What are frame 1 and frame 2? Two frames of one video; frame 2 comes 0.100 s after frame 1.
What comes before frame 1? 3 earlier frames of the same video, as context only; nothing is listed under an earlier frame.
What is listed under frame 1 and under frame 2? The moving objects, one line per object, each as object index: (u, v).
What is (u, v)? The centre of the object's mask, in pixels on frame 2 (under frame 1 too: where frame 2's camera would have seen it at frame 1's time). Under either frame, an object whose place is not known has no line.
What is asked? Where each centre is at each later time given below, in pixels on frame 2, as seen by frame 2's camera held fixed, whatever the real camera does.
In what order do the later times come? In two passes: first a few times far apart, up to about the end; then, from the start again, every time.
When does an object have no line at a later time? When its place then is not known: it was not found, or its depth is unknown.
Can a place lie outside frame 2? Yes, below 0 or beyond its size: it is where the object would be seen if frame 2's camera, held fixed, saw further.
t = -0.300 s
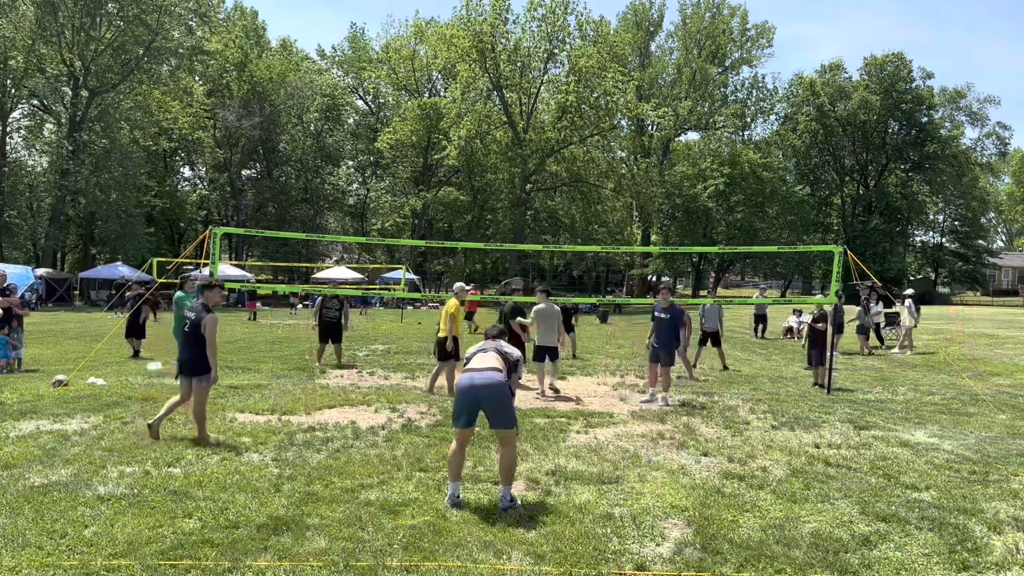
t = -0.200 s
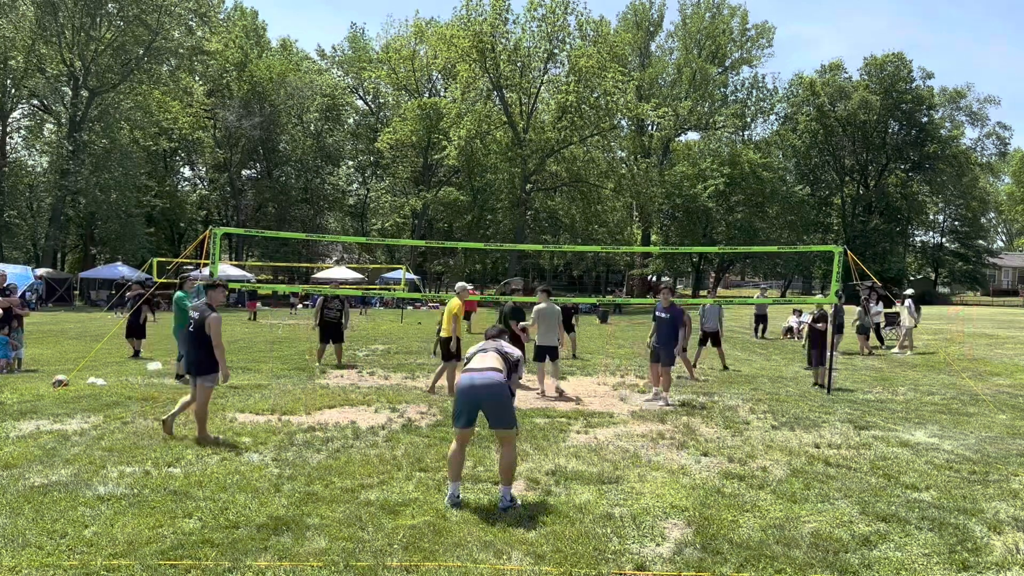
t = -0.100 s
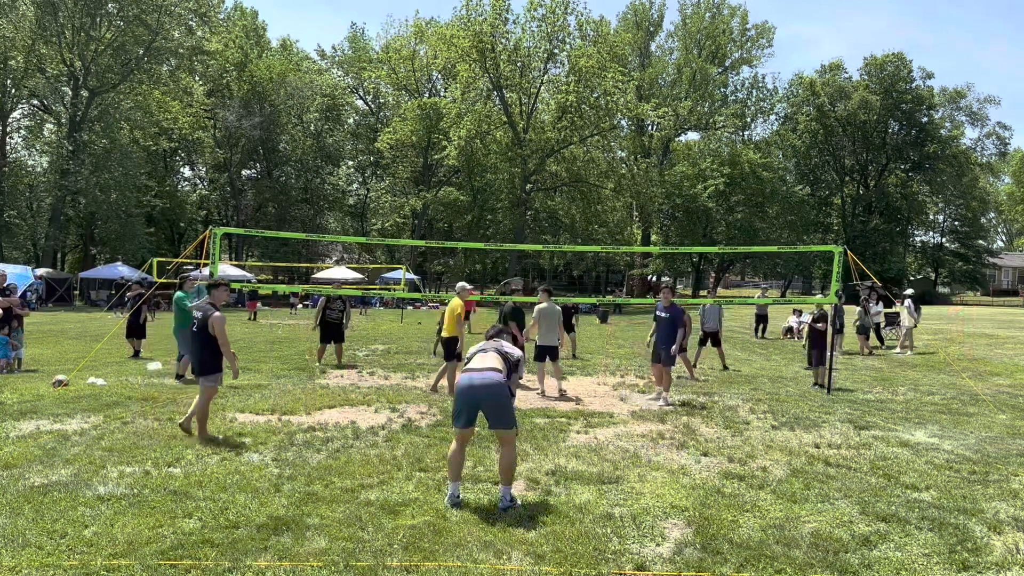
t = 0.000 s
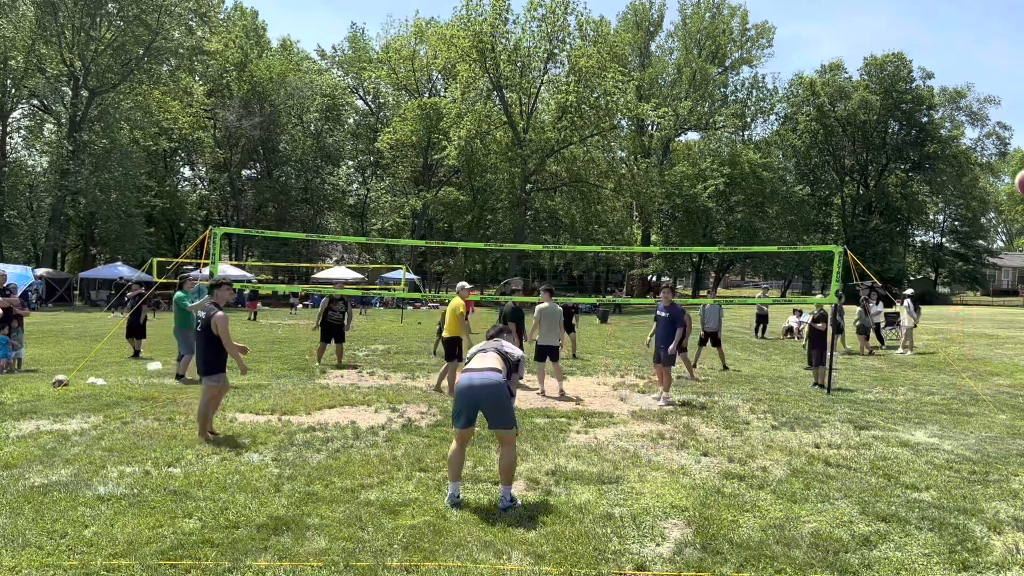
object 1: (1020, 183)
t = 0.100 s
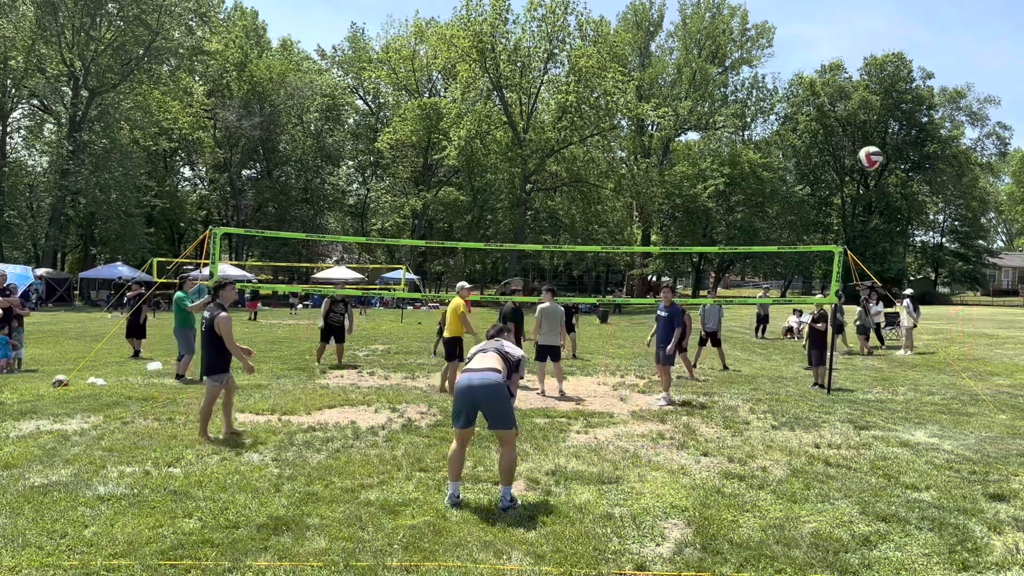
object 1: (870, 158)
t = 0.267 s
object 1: (696, 143)
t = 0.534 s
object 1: (556, 180)
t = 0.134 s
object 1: (829, 153)
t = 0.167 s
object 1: (791, 151)
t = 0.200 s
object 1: (758, 148)
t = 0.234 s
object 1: (728, 148)
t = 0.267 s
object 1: (696, 143)
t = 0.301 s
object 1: (677, 148)
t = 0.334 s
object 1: (654, 152)
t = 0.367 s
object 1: (634, 154)
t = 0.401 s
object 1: (617, 158)
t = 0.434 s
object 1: (597, 163)
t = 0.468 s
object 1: (583, 168)
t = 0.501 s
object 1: (569, 173)
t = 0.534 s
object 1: (556, 180)
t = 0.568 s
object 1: (543, 185)
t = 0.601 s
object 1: (530, 191)
